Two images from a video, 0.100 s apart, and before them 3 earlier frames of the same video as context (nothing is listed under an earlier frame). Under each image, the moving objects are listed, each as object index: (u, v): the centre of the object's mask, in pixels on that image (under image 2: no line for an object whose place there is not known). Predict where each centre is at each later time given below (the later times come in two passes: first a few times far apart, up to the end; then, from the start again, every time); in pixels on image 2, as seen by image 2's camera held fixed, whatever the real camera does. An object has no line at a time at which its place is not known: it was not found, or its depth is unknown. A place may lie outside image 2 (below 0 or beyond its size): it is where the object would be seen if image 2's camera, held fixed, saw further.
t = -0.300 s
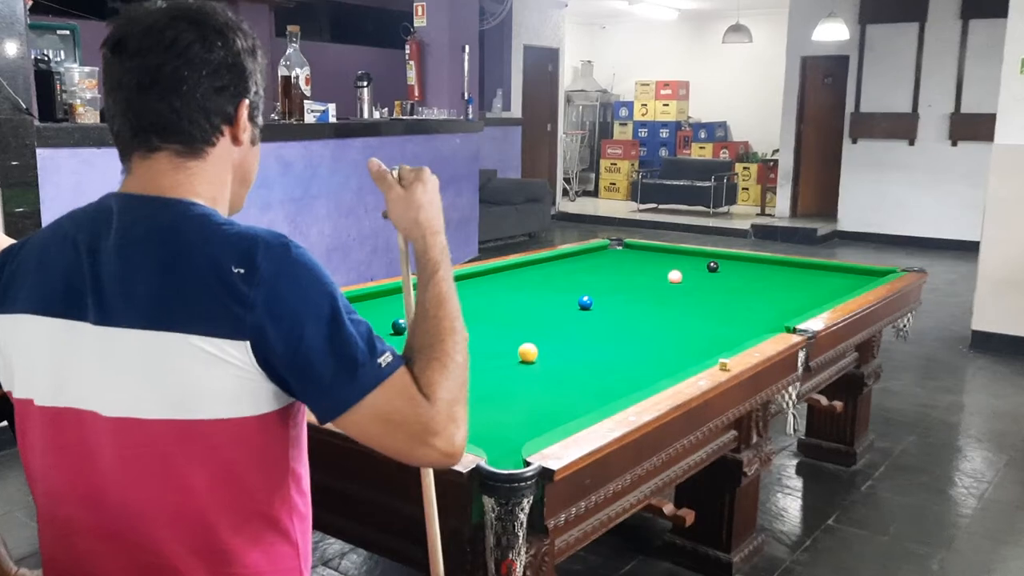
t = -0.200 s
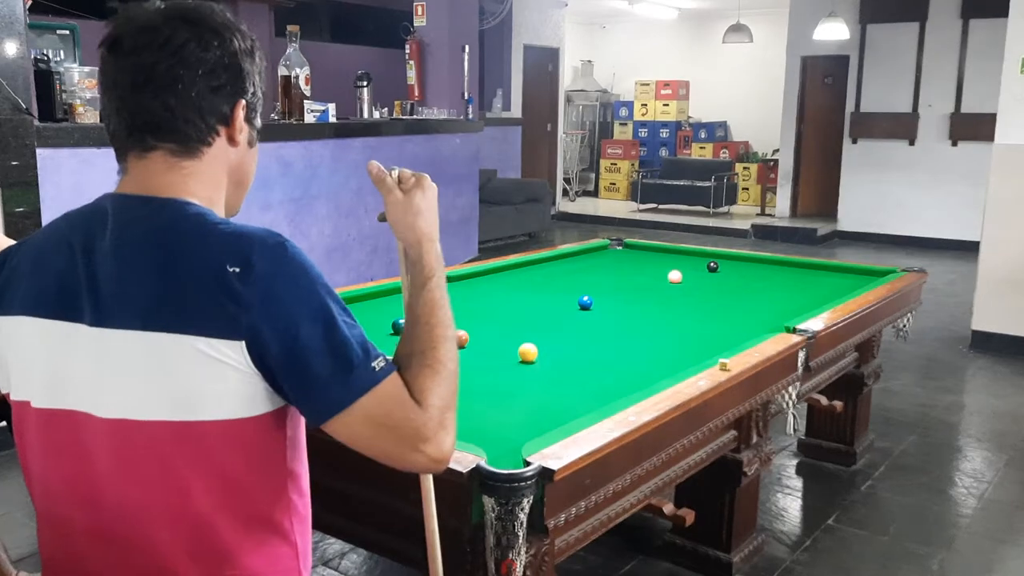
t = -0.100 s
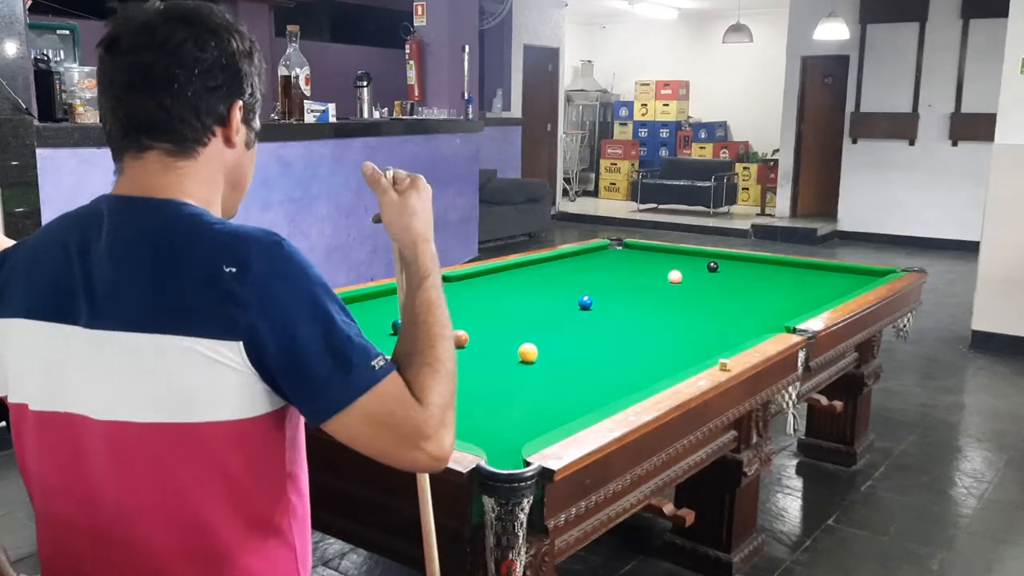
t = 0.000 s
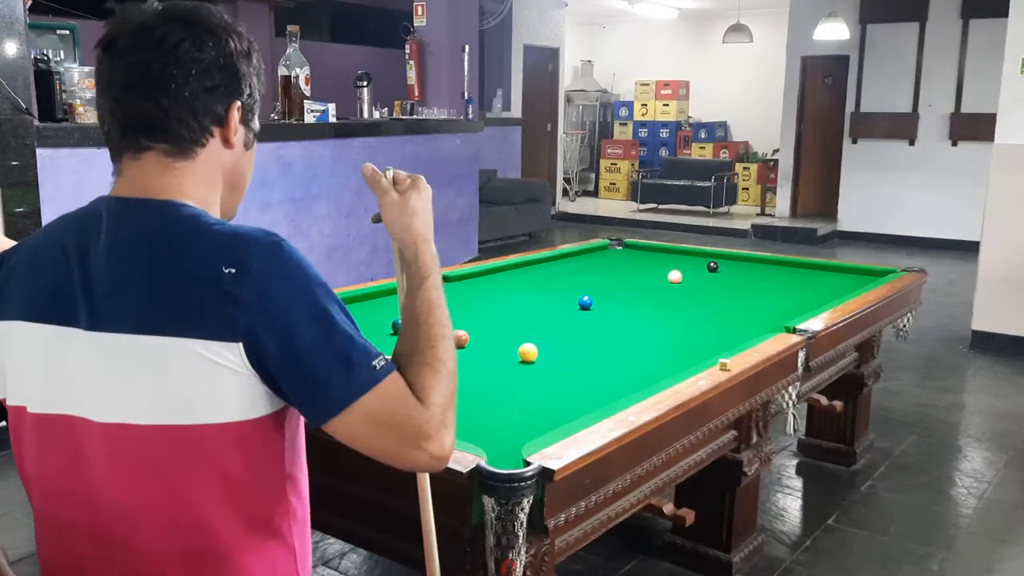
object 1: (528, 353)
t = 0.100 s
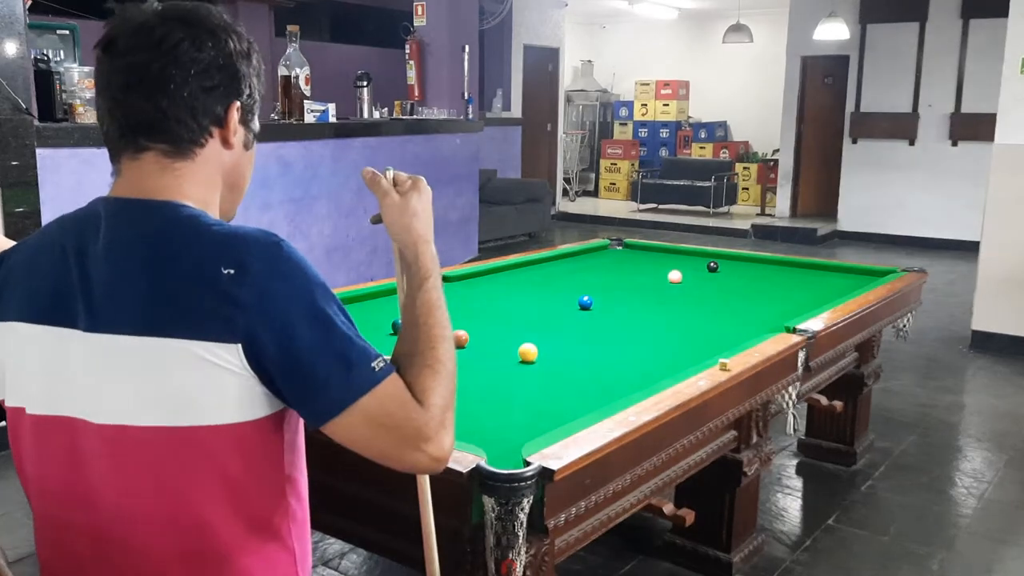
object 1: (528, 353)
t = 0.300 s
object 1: (528, 353)
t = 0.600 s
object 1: (528, 353)
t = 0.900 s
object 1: (528, 353)
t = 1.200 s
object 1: (528, 353)
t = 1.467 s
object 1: (528, 353)
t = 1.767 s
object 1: (528, 353)
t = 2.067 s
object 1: (603, 346)
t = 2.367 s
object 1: (695, 338)
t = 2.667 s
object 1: (776, 329)
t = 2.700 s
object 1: (784, 330)
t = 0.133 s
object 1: (528, 353)
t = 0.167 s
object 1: (528, 353)
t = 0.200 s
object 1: (528, 353)
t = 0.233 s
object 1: (528, 353)
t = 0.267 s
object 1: (528, 353)
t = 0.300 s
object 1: (528, 353)
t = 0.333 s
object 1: (528, 353)
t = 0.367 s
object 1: (527, 353)
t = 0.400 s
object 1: (528, 353)
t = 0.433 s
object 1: (528, 353)
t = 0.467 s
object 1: (528, 353)
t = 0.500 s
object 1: (528, 353)
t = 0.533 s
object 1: (528, 353)
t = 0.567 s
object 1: (528, 353)
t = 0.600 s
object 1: (528, 353)
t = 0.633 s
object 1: (528, 353)
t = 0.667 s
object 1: (528, 353)
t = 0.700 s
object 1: (528, 353)
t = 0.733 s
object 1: (528, 353)
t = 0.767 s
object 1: (528, 353)
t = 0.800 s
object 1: (528, 353)
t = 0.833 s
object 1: (528, 353)
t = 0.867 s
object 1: (528, 353)
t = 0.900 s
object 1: (528, 353)
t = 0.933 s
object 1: (528, 353)
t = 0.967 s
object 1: (528, 353)
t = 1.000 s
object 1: (528, 353)
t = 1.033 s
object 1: (528, 353)
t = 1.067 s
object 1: (528, 353)
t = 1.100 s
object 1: (528, 353)
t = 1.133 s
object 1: (528, 353)
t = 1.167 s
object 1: (528, 353)
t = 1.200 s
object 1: (528, 353)
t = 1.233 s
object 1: (528, 353)
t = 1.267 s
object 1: (528, 353)
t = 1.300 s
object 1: (528, 353)
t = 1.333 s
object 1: (528, 353)
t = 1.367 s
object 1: (528, 353)
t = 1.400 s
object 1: (528, 353)
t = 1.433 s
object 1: (528, 353)
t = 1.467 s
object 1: (528, 353)
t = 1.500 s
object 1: (528, 353)
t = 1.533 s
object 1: (528, 353)
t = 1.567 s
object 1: (528, 353)
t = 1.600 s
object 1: (528, 353)
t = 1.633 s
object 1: (528, 353)
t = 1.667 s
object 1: (528, 353)
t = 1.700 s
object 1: (528, 353)
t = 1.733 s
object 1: (528, 353)
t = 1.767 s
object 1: (528, 353)
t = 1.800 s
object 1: (528, 353)
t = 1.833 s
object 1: (528, 353)
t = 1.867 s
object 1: (531, 352)
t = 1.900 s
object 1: (544, 351)
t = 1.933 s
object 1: (558, 350)
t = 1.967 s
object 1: (570, 349)
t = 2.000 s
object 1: (581, 348)
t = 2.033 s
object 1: (592, 347)
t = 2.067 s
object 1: (603, 346)
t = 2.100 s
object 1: (614, 345)
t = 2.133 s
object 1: (625, 344)
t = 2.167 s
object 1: (635, 343)
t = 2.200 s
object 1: (645, 343)
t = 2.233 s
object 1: (655, 342)
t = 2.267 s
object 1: (666, 341)
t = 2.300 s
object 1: (676, 340)
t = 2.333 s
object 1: (685, 339)
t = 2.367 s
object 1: (695, 338)
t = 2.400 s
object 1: (705, 338)
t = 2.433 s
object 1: (714, 337)
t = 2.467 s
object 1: (723, 336)
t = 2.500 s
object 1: (732, 335)
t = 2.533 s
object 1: (742, 334)
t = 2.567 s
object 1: (750, 332)
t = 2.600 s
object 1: (759, 331)
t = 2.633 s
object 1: (767, 329)
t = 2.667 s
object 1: (776, 329)
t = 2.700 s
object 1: (784, 330)
